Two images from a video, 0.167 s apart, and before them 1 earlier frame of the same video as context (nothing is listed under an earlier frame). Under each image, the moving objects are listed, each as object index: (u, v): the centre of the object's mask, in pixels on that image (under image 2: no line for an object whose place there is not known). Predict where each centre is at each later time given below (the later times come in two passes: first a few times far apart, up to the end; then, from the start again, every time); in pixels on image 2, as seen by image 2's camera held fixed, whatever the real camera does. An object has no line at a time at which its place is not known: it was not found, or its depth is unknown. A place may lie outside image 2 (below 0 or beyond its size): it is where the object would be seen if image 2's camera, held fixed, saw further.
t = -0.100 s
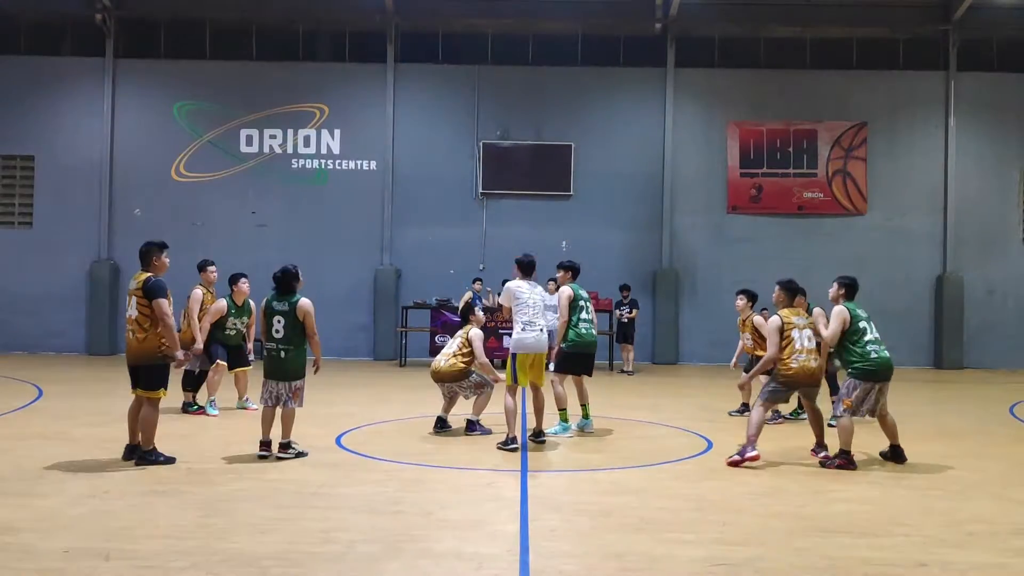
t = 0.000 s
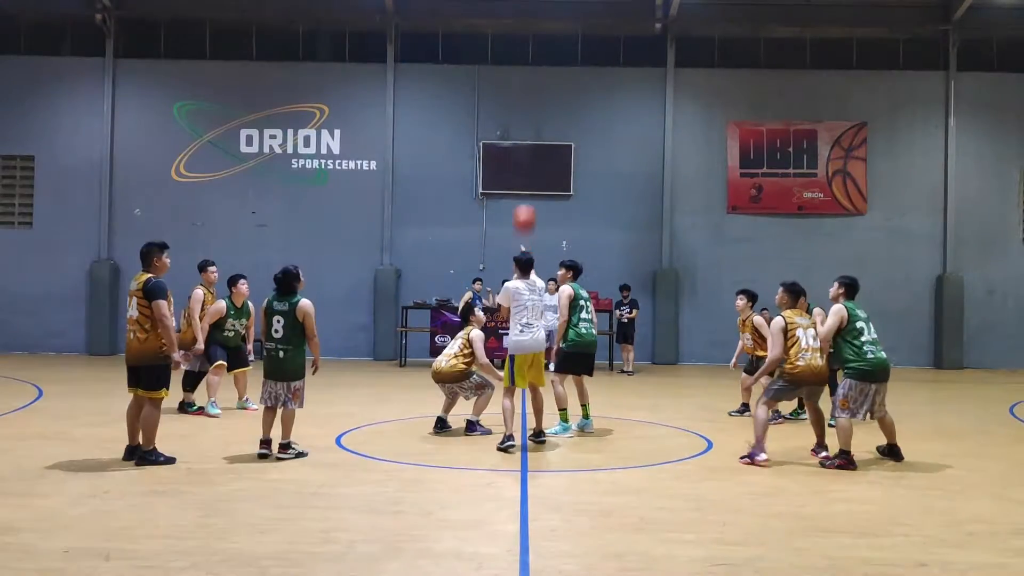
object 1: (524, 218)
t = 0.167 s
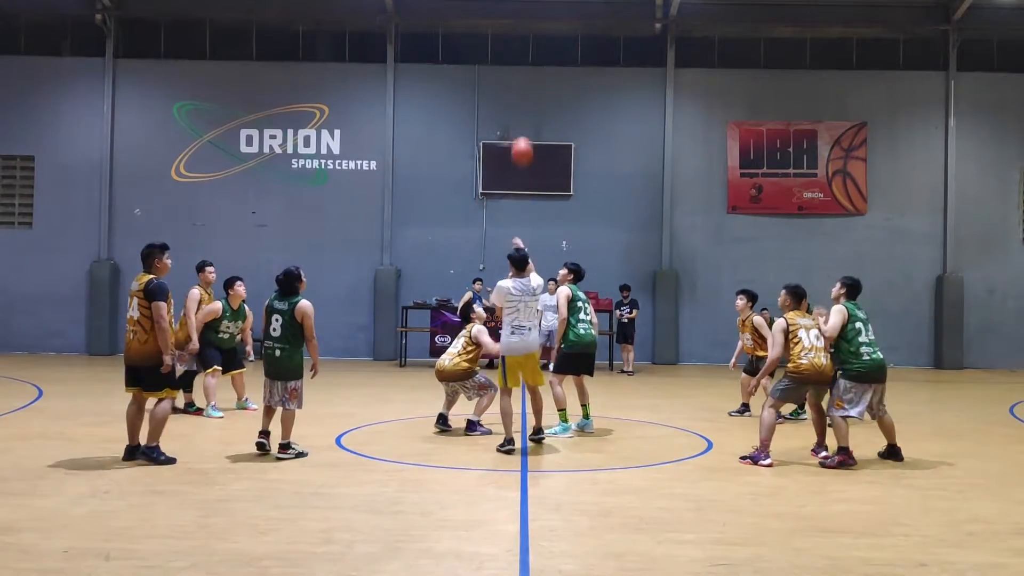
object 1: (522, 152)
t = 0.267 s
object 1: (521, 121)
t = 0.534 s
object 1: (517, 92)
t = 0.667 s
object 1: (514, 99)
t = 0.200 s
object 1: (522, 141)
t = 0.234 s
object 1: (521, 129)
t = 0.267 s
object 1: (521, 121)
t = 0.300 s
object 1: (520, 114)
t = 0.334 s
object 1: (520, 108)
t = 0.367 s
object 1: (520, 103)
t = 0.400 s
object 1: (518, 99)
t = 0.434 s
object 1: (518, 95)
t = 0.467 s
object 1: (517, 93)
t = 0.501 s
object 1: (517, 92)
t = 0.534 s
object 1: (517, 92)
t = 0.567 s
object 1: (516, 92)
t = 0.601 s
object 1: (515, 93)
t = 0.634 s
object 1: (515, 96)
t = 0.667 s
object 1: (514, 99)
